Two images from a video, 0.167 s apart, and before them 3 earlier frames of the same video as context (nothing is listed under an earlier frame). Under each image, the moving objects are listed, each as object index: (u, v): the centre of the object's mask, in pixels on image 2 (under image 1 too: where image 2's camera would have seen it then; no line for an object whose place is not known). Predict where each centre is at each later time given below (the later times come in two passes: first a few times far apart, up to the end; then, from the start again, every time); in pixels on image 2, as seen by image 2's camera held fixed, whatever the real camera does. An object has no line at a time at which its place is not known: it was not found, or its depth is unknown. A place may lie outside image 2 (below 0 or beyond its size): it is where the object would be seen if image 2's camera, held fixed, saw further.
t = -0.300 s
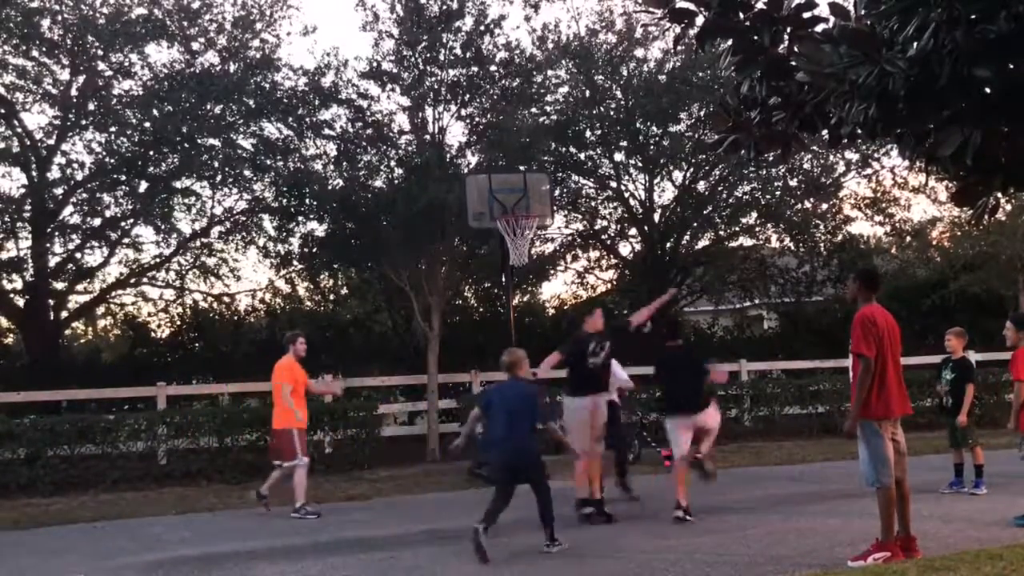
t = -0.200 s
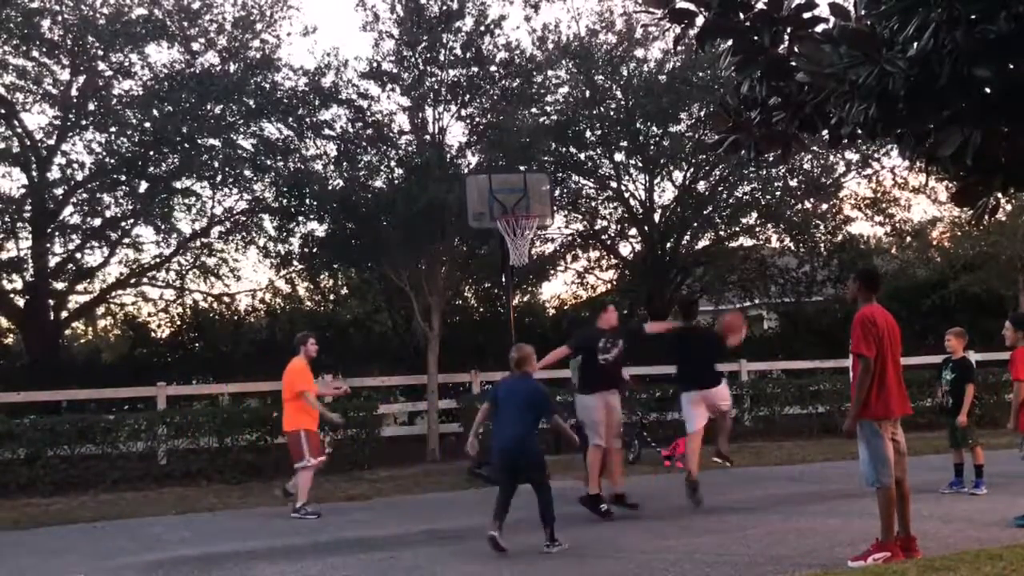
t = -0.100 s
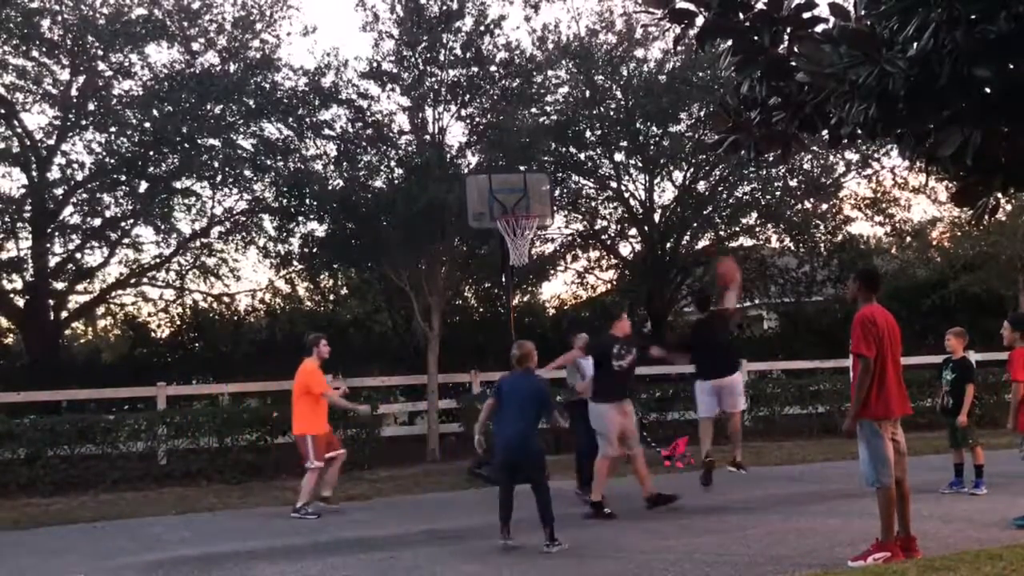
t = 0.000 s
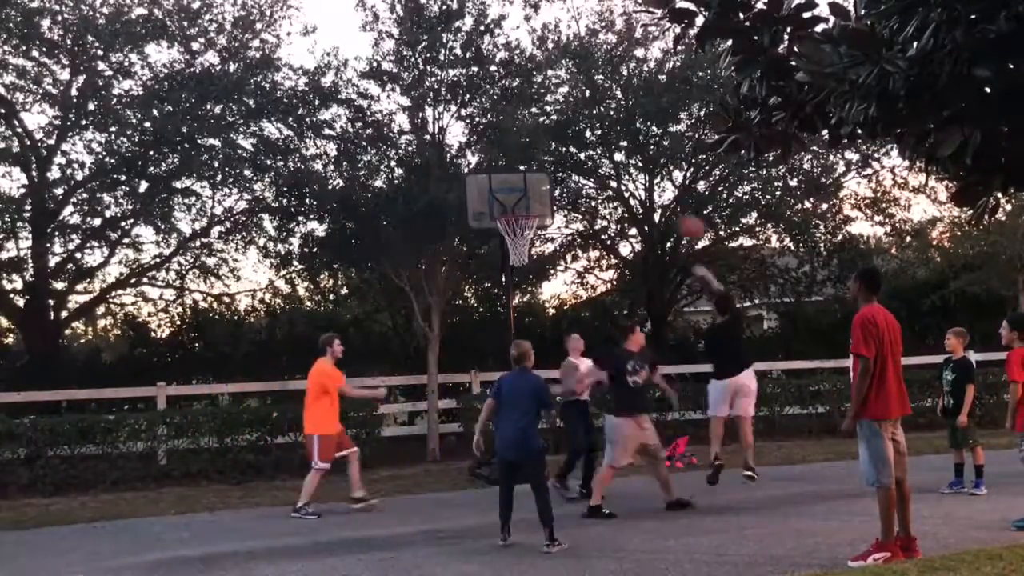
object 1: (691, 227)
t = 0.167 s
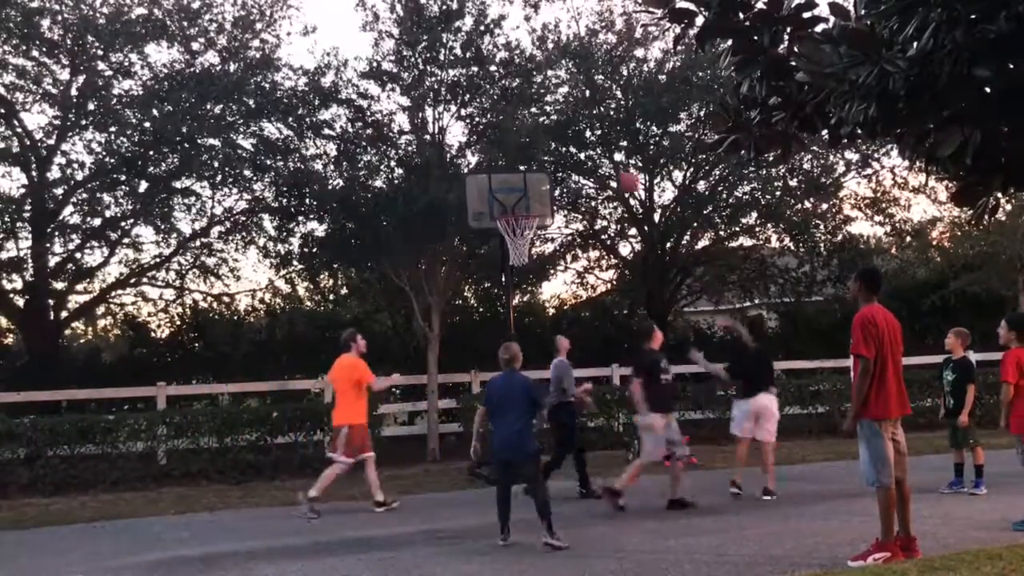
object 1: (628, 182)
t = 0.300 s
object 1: (586, 169)
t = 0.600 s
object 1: (510, 189)
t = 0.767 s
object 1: (492, 209)
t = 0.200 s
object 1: (617, 177)
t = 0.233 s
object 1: (607, 175)
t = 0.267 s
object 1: (602, 171)
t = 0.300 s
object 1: (586, 169)
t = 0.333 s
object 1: (576, 167)
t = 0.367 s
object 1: (566, 168)
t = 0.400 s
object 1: (559, 168)
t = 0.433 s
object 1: (549, 169)
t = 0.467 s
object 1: (539, 173)
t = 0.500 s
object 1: (530, 175)
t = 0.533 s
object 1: (519, 181)
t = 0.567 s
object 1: (514, 185)
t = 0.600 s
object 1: (510, 189)
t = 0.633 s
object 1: (506, 191)
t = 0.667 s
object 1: (501, 195)
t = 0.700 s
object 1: (499, 201)
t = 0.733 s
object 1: (493, 206)
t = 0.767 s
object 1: (492, 209)
